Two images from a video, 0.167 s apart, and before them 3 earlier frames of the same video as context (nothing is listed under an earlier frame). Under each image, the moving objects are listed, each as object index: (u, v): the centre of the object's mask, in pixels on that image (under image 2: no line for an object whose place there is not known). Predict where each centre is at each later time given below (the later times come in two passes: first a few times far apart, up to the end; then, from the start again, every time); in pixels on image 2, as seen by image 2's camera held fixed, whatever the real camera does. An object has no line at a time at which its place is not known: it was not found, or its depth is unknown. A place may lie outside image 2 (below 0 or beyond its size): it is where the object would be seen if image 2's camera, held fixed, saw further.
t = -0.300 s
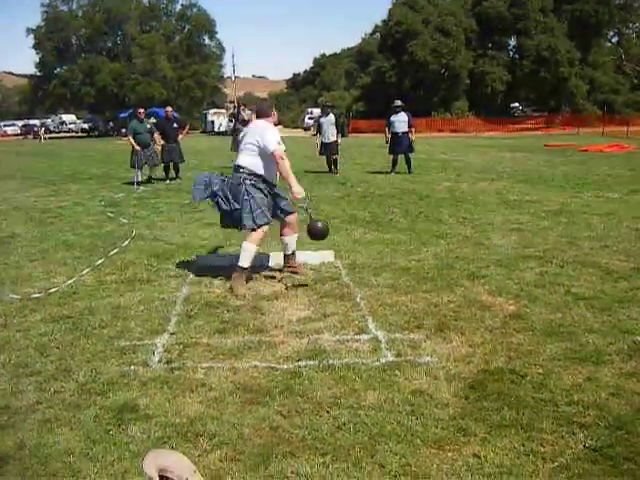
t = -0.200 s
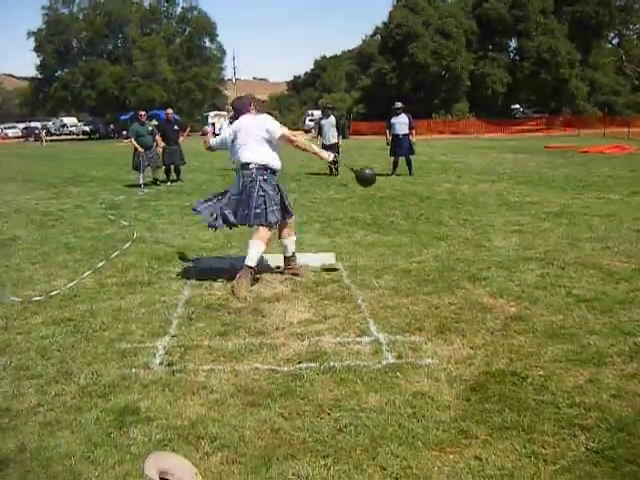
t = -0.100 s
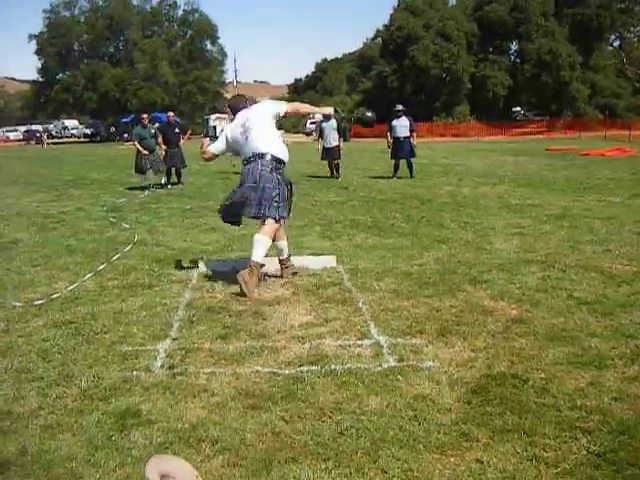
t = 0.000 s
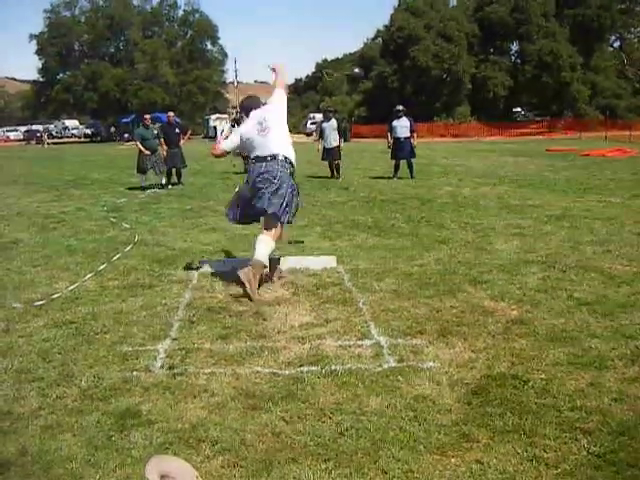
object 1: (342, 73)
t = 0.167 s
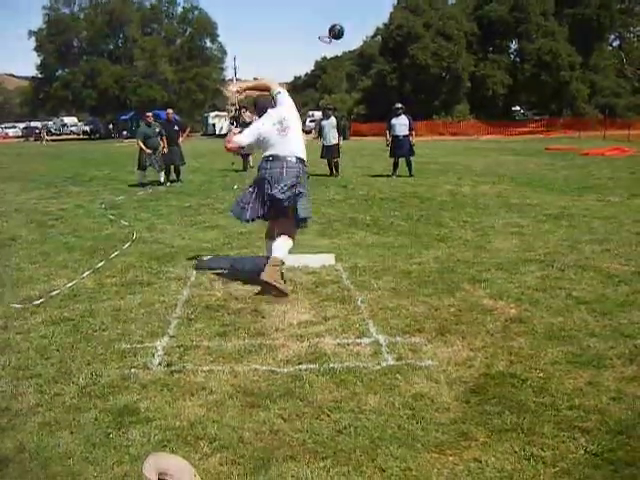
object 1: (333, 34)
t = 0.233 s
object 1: (329, 26)
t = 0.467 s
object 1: (319, 30)
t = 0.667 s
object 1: (305, 57)
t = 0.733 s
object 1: (302, 71)
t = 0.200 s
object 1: (330, 29)
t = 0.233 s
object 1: (329, 26)
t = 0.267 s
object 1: (327, 24)
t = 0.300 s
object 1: (325, 23)
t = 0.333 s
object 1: (324, 23)
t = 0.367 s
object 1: (322, 24)
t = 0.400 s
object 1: (321, 25)
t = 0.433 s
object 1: (320, 27)
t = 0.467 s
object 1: (319, 30)
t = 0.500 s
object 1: (317, 33)
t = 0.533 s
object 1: (316, 37)
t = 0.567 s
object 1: (315, 41)
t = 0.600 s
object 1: (313, 46)
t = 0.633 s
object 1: (311, 51)
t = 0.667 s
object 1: (305, 57)
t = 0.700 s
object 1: (304, 63)
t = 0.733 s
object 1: (302, 71)
